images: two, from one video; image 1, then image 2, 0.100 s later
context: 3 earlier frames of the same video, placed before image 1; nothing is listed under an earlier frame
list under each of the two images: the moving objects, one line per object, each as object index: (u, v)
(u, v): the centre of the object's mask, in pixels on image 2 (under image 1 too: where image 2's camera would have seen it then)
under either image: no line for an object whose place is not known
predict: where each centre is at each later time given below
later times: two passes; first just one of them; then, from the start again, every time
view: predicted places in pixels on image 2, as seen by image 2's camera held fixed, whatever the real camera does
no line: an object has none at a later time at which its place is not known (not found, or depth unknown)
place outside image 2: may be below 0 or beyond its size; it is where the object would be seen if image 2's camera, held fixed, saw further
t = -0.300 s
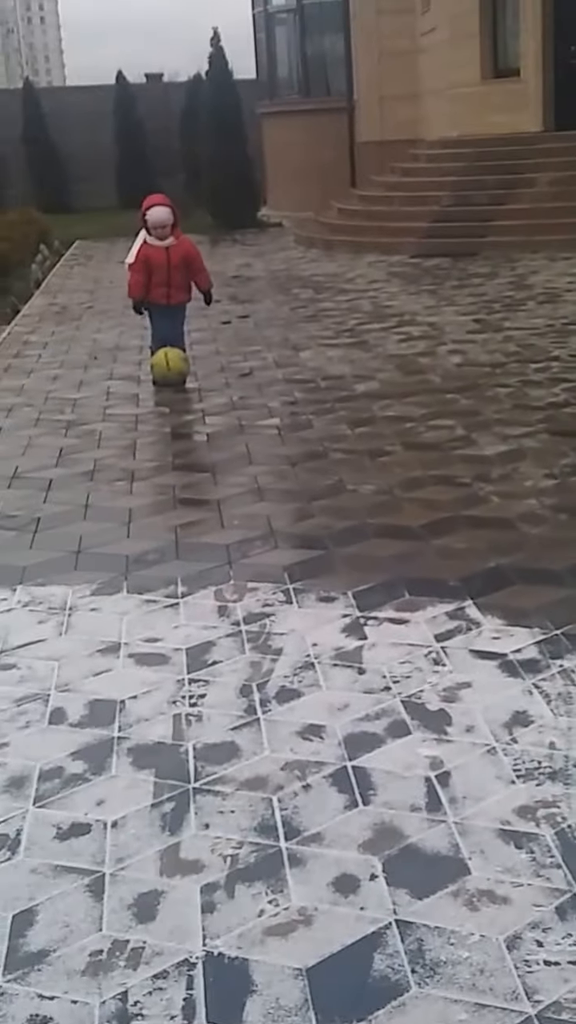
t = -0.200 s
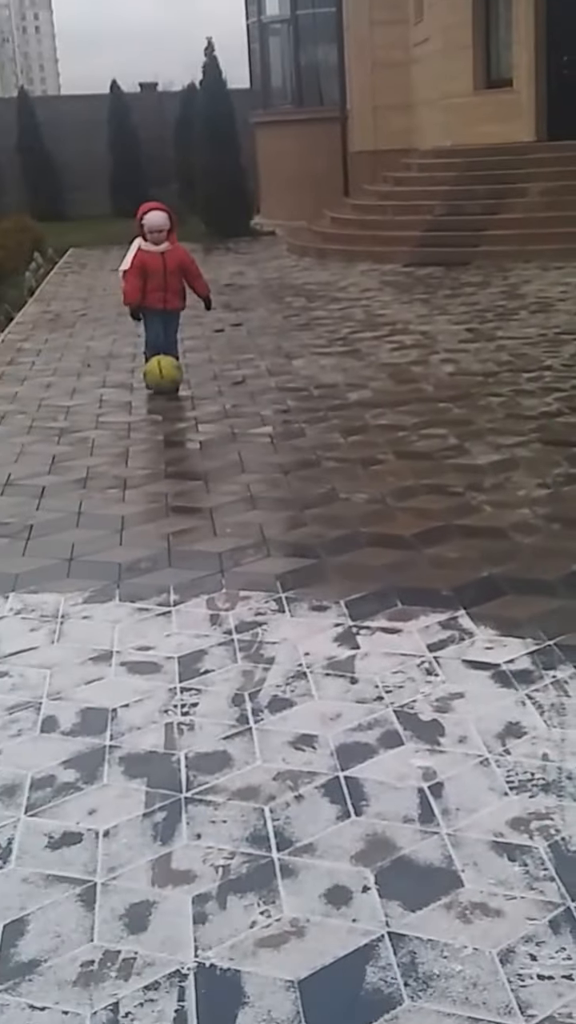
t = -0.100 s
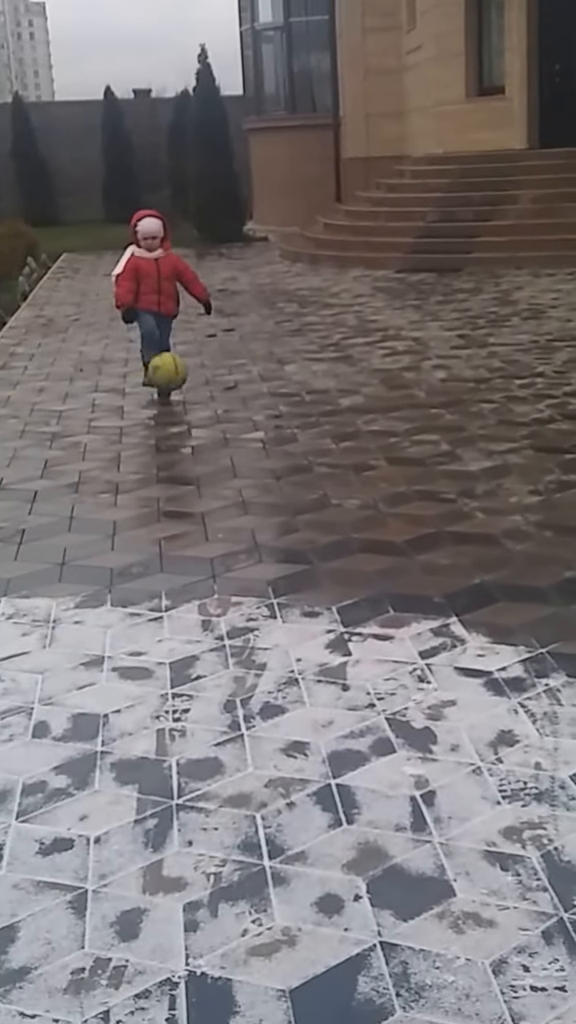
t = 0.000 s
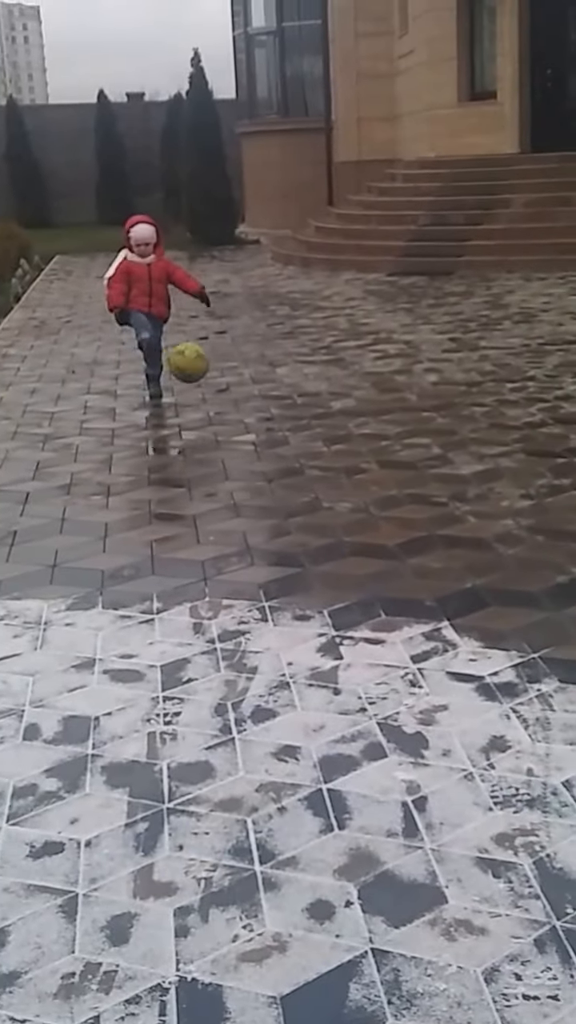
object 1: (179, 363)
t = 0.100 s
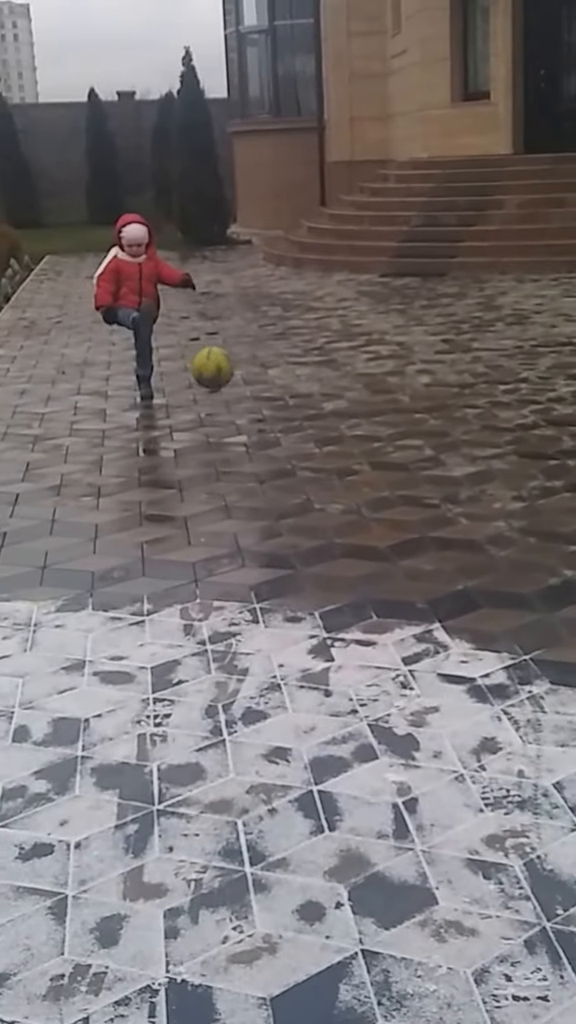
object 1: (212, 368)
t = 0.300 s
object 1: (278, 406)
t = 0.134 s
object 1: (224, 373)
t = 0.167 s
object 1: (234, 381)
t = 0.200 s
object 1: (245, 390)
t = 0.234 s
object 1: (257, 402)
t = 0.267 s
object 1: (268, 413)
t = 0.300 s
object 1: (278, 406)
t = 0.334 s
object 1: (287, 402)
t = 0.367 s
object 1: (296, 400)
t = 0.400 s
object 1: (307, 399)
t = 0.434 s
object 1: (319, 401)
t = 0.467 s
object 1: (329, 406)
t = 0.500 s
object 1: (341, 412)
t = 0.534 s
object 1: (353, 422)
